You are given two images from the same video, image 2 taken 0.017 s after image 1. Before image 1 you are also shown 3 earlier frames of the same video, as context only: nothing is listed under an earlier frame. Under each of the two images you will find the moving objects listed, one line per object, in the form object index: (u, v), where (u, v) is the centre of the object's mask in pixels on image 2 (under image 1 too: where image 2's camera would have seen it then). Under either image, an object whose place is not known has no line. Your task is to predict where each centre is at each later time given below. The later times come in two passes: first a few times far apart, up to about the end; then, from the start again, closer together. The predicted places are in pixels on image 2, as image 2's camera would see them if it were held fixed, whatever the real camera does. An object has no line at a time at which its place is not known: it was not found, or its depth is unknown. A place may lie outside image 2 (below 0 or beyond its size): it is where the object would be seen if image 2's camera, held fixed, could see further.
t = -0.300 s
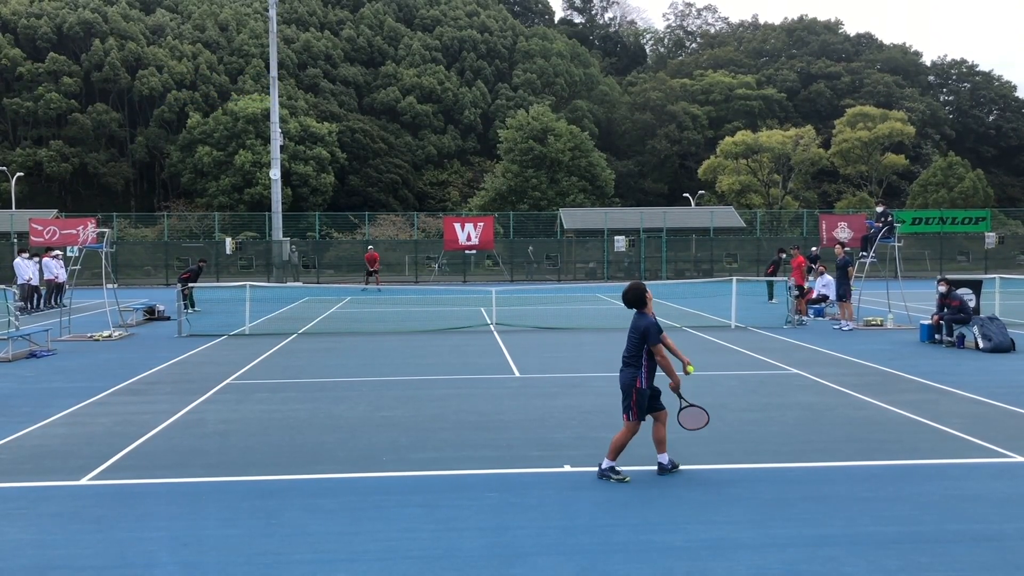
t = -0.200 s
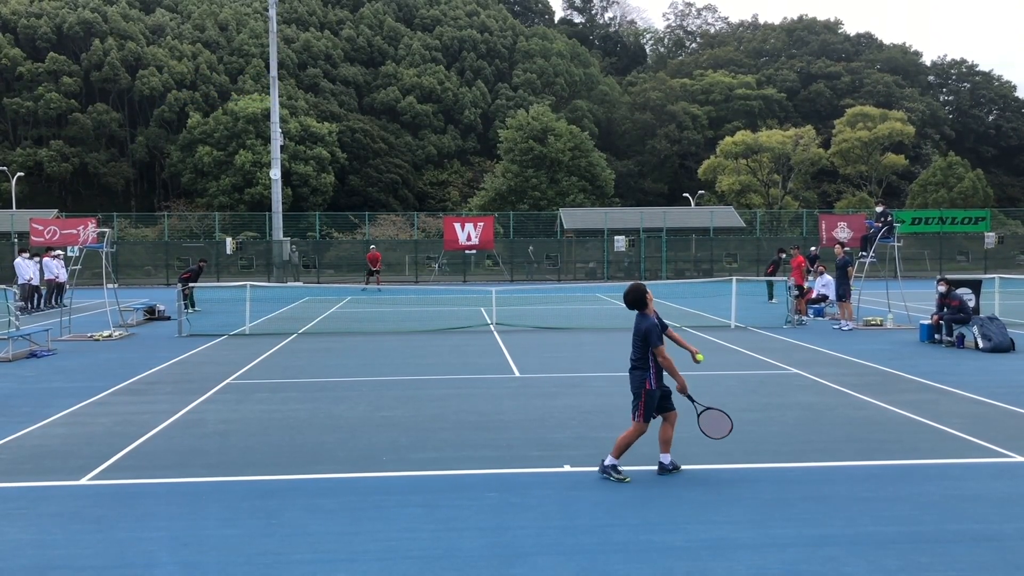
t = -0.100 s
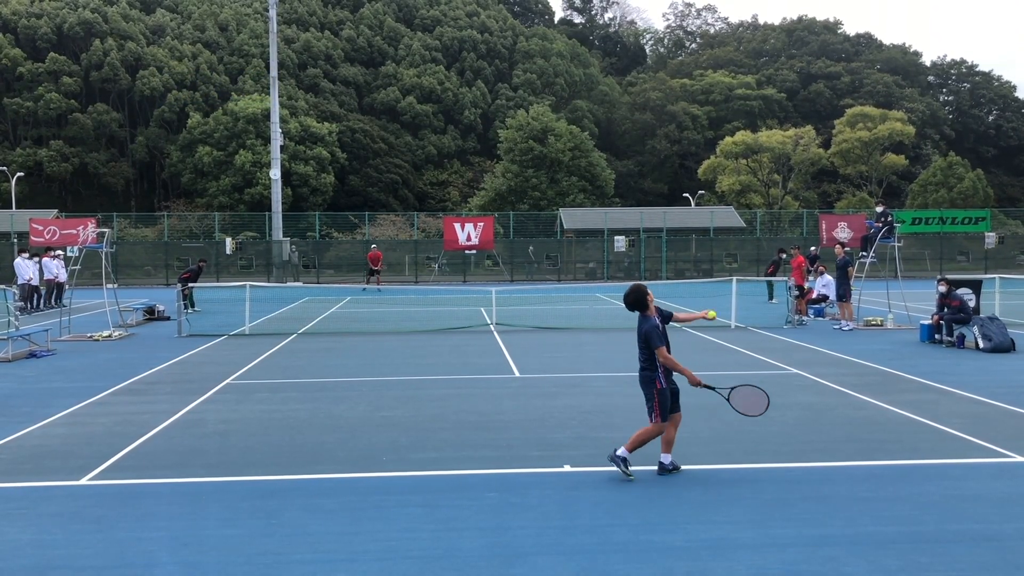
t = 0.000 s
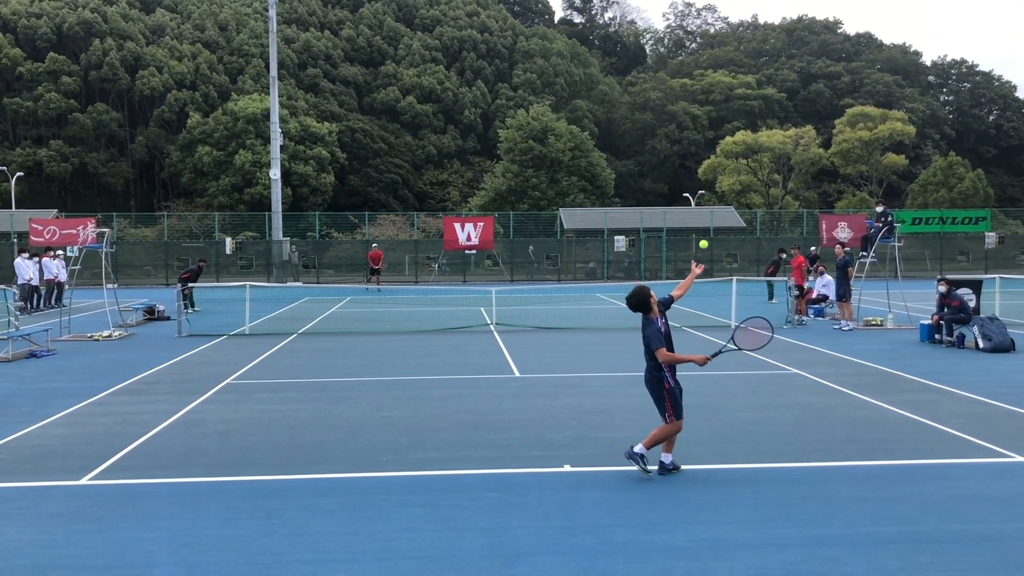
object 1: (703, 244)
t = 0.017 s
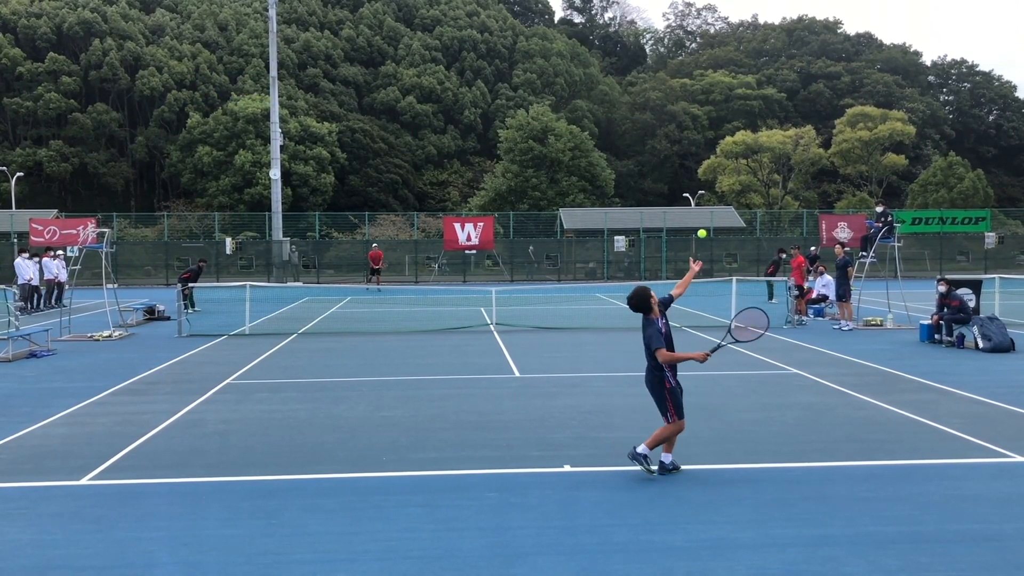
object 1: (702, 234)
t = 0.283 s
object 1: (678, 106)
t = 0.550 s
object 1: (655, 60)
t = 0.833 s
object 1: (632, 100)
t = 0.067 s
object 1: (697, 203)
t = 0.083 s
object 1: (695, 194)
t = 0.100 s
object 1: (694, 185)
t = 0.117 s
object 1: (692, 176)
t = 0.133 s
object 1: (691, 167)
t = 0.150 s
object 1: (689, 159)
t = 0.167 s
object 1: (688, 151)
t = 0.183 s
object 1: (686, 144)
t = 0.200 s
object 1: (685, 137)
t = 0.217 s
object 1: (683, 130)
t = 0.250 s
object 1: (680, 117)
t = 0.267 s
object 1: (679, 111)
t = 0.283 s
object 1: (678, 106)
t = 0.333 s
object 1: (673, 91)
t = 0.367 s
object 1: (670, 83)
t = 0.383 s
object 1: (669, 79)
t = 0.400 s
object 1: (668, 76)
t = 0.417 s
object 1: (666, 73)
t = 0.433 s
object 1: (665, 70)
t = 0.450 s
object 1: (663, 68)
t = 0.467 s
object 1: (662, 66)
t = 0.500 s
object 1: (659, 63)
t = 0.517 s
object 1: (657, 62)
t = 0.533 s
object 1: (656, 61)
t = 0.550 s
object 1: (655, 60)
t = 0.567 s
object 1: (653, 60)
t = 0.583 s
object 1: (652, 60)
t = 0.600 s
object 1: (650, 61)
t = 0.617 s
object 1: (649, 62)
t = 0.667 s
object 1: (645, 66)
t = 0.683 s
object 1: (644, 68)
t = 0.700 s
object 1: (642, 70)
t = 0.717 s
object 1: (641, 73)
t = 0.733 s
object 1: (640, 76)
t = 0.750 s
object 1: (638, 79)
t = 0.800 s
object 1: (634, 91)
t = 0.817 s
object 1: (633, 95)
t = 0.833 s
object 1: (632, 100)
